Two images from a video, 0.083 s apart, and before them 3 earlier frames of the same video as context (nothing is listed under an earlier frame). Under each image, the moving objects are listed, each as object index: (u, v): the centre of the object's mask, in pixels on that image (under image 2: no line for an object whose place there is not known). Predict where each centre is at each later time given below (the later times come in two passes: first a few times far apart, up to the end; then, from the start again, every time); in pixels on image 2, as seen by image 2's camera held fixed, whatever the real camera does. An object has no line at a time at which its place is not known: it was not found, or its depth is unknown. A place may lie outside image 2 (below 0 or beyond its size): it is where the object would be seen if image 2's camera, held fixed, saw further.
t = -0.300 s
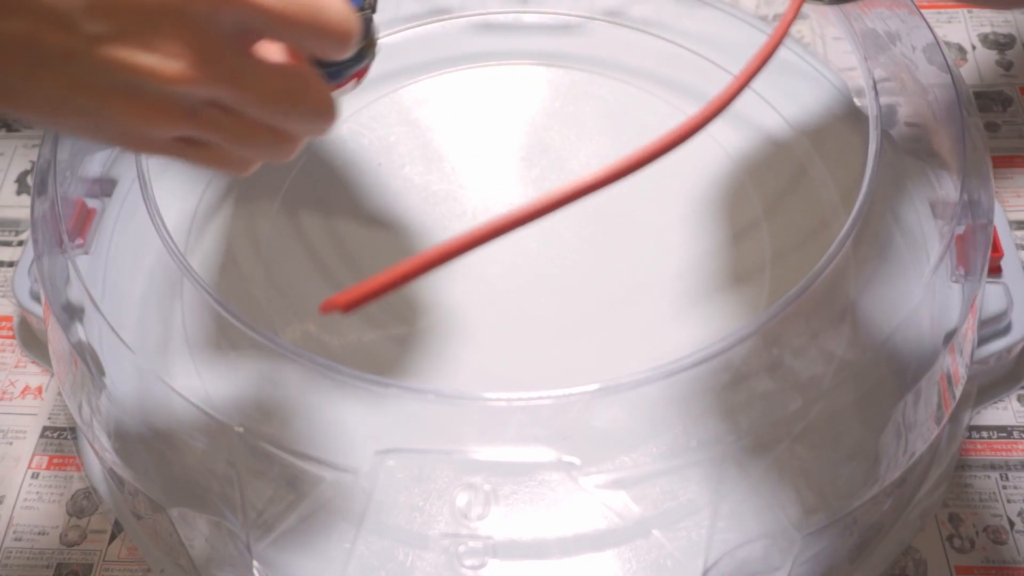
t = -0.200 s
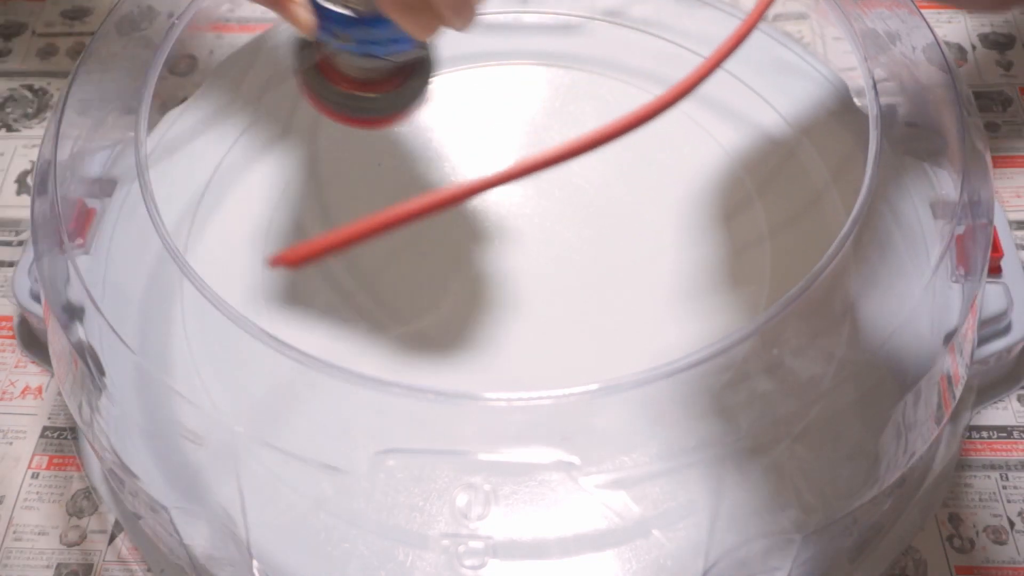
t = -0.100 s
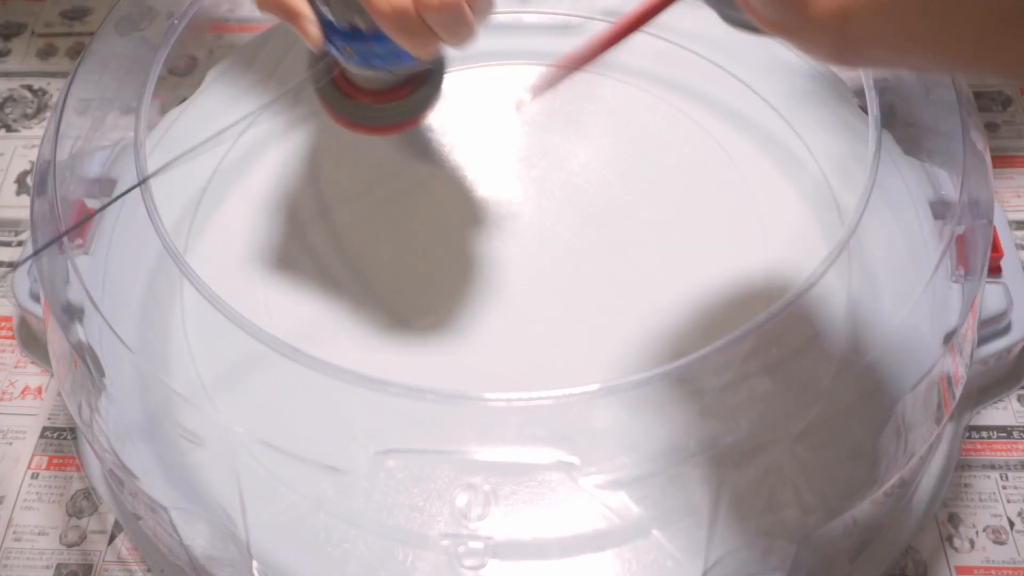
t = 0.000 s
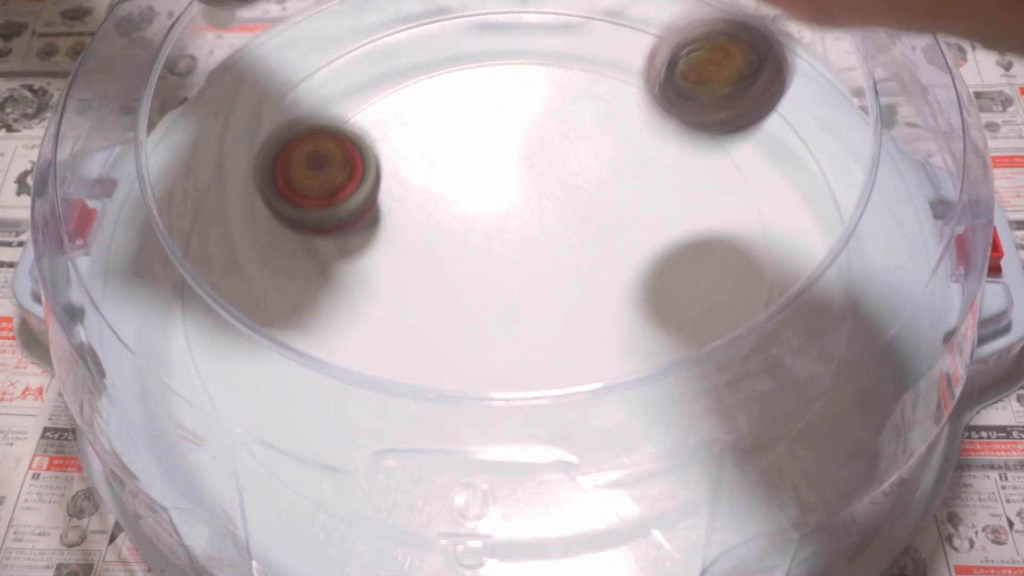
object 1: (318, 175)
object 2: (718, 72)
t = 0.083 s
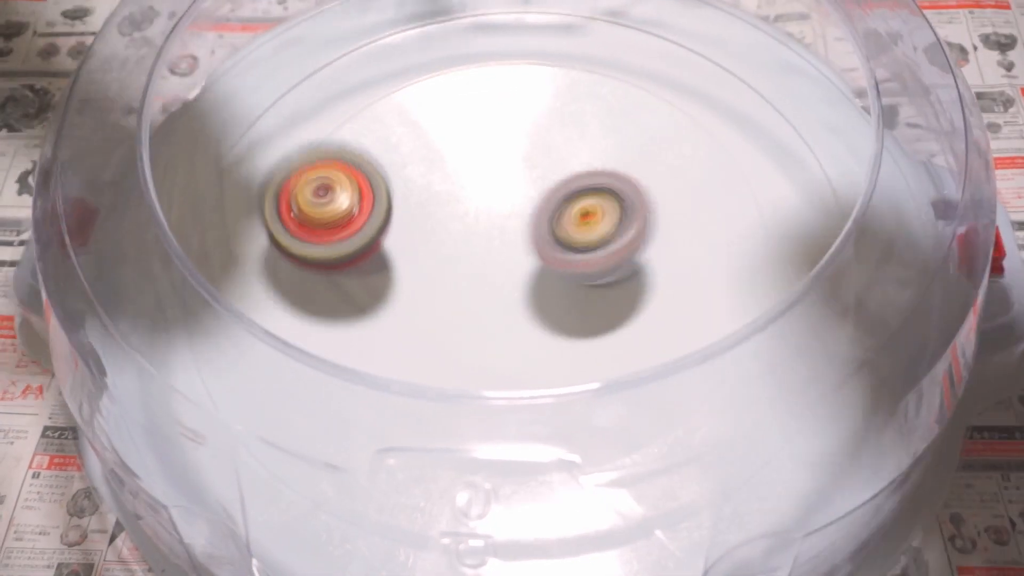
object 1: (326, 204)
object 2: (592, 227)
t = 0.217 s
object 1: (292, 270)
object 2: (536, 291)
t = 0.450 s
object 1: (361, 300)
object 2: (681, 306)
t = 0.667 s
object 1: (572, 237)
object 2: (760, 224)
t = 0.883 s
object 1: (515, 112)
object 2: (717, 174)
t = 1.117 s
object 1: (349, 182)
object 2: (451, 260)
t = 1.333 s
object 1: (323, 277)
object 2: (441, 526)
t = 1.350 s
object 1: (335, 288)
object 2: (450, 536)
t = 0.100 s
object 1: (331, 223)
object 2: (563, 231)
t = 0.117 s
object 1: (337, 244)
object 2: (535, 240)
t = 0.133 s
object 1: (347, 257)
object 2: (508, 251)
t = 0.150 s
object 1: (355, 265)
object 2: (487, 256)
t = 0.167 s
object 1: (336, 271)
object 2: (497, 264)
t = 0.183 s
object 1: (319, 269)
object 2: (510, 277)
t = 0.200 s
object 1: (304, 268)
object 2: (523, 283)
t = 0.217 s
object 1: (292, 270)
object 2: (536, 291)
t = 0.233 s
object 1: (282, 272)
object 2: (551, 301)
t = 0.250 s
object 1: (276, 271)
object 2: (564, 307)
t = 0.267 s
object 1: (272, 271)
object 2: (578, 312)
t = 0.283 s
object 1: (270, 270)
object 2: (592, 317)
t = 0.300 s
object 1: (269, 272)
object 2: (604, 318)
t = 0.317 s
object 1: (271, 274)
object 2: (616, 320)
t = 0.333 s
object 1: (275, 276)
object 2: (627, 319)
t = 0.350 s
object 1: (281, 279)
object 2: (637, 319)
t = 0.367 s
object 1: (289, 283)
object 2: (648, 318)
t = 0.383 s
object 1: (299, 286)
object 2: (656, 316)
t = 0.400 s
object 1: (310, 291)
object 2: (665, 315)
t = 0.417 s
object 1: (325, 294)
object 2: (674, 317)
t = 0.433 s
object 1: (342, 298)
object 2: (678, 313)
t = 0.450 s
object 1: (361, 300)
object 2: (681, 306)
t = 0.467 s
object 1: (383, 302)
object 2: (684, 303)
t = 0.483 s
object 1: (406, 303)
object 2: (686, 298)
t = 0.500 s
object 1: (430, 304)
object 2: (687, 294)
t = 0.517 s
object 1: (456, 305)
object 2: (686, 289)
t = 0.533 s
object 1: (483, 304)
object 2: (684, 286)
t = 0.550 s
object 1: (511, 301)
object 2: (680, 279)
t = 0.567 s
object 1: (538, 296)
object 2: (676, 272)
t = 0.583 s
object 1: (545, 289)
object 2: (694, 263)
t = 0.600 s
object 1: (551, 280)
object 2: (712, 255)
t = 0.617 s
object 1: (557, 270)
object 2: (728, 247)
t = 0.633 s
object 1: (562, 260)
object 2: (741, 239)
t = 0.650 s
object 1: (568, 248)
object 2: (752, 231)
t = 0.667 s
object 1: (572, 237)
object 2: (760, 224)
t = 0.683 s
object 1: (576, 224)
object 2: (764, 216)
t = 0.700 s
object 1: (578, 211)
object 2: (766, 210)
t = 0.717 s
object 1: (579, 199)
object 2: (766, 204)
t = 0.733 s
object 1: (578, 186)
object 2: (765, 199)
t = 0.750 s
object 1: (576, 174)
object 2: (764, 194)
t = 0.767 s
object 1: (573, 164)
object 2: (763, 189)
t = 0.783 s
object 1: (569, 154)
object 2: (762, 185)
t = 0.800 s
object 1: (563, 145)
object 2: (759, 181)
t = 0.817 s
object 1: (555, 137)
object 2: (755, 177)
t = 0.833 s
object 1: (547, 129)
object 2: (749, 175)
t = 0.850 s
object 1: (538, 123)
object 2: (739, 174)
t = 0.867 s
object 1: (527, 118)
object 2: (730, 173)
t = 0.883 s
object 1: (515, 112)
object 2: (717, 174)
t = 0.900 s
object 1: (502, 109)
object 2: (705, 176)
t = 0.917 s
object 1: (489, 106)
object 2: (689, 179)
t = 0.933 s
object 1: (476, 104)
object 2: (675, 182)
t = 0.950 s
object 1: (462, 104)
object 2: (657, 187)
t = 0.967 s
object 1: (448, 105)
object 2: (640, 192)
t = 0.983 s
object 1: (435, 108)
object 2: (620, 199)
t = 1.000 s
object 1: (422, 114)
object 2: (601, 205)
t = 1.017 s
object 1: (410, 119)
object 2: (579, 214)
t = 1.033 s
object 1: (397, 126)
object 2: (558, 222)
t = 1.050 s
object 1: (385, 135)
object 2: (535, 230)
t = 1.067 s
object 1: (374, 143)
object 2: (514, 237)
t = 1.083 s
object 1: (365, 155)
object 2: (492, 245)
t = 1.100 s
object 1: (356, 168)
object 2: (470, 253)
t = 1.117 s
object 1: (349, 182)
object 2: (451, 260)
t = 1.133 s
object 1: (341, 195)
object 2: (433, 274)
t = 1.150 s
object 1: (329, 197)
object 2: (428, 293)
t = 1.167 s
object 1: (319, 200)
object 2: (421, 320)
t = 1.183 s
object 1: (310, 203)
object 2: (419, 334)
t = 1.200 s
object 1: (302, 208)
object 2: (419, 346)
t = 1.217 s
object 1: (297, 213)
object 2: (411, 386)
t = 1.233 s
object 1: (294, 220)
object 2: (408, 409)
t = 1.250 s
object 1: (293, 228)
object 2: (411, 435)
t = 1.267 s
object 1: (295, 237)
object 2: (410, 464)
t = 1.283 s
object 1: (299, 245)
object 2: (404, 490)
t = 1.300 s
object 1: (305, 256)
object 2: (420, 509)
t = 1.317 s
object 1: (313, 267)
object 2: (432, 519)
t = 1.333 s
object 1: (323, 277)
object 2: (441, 526)
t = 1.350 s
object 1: (335, 288)
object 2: (450, 536)
